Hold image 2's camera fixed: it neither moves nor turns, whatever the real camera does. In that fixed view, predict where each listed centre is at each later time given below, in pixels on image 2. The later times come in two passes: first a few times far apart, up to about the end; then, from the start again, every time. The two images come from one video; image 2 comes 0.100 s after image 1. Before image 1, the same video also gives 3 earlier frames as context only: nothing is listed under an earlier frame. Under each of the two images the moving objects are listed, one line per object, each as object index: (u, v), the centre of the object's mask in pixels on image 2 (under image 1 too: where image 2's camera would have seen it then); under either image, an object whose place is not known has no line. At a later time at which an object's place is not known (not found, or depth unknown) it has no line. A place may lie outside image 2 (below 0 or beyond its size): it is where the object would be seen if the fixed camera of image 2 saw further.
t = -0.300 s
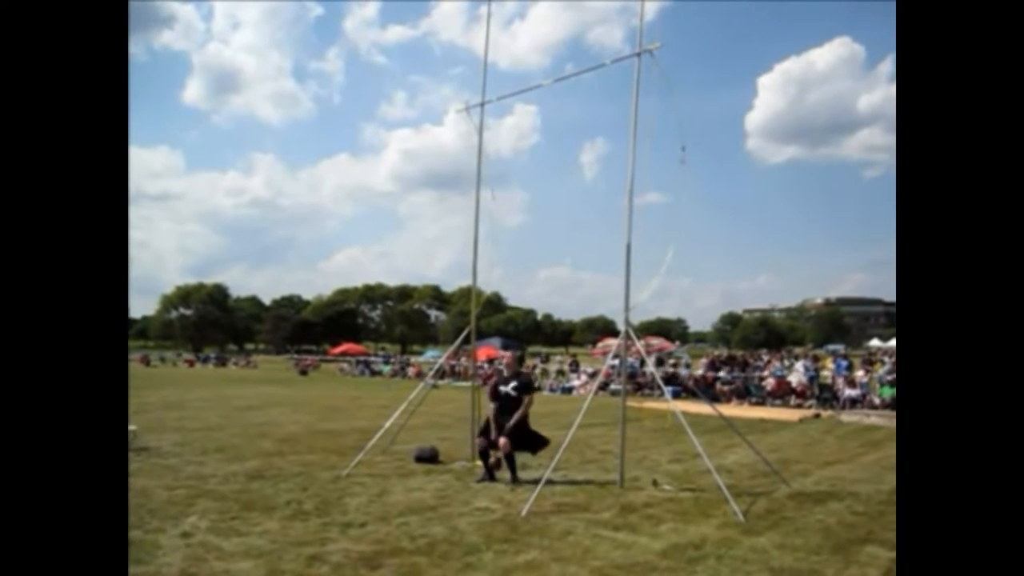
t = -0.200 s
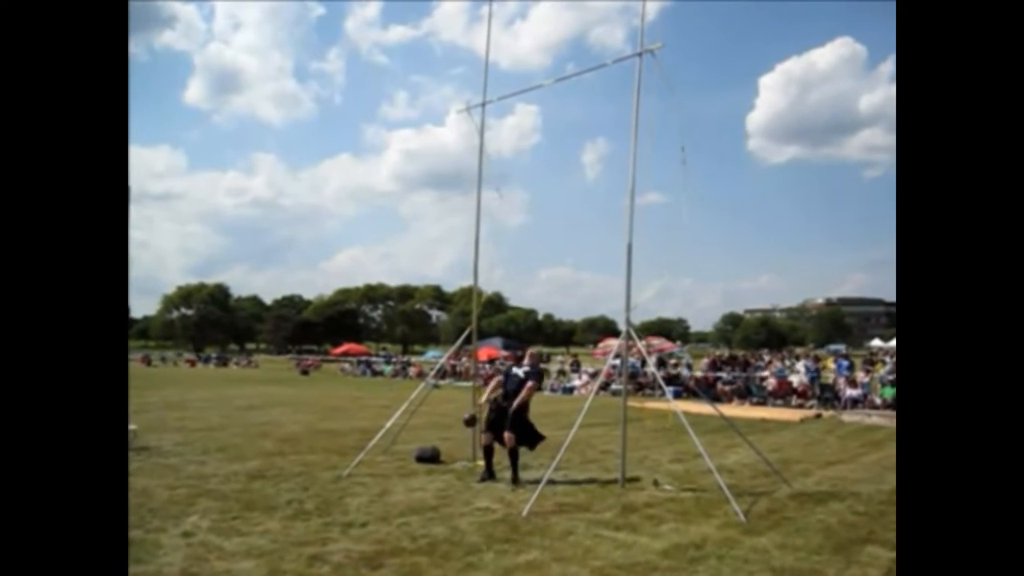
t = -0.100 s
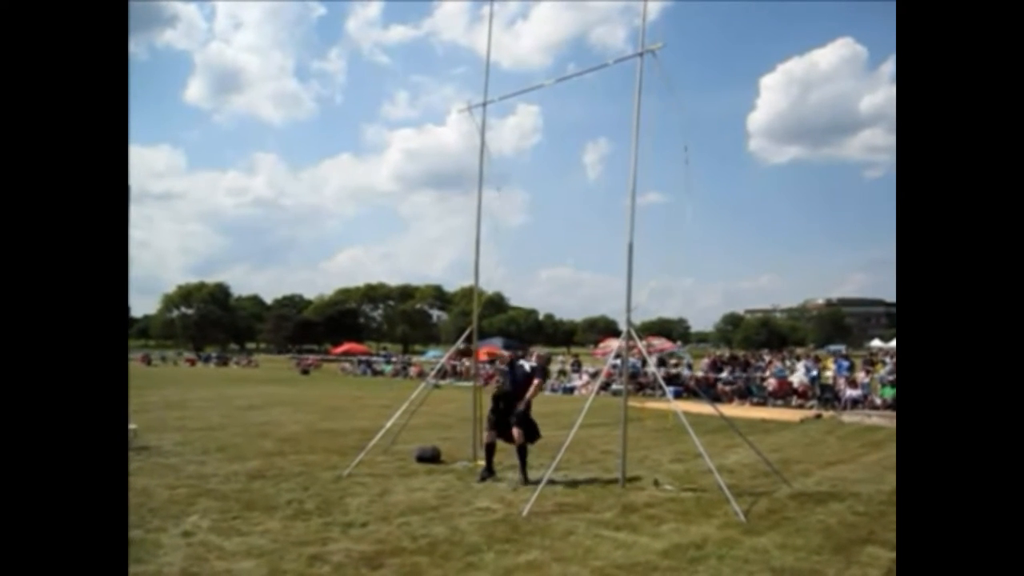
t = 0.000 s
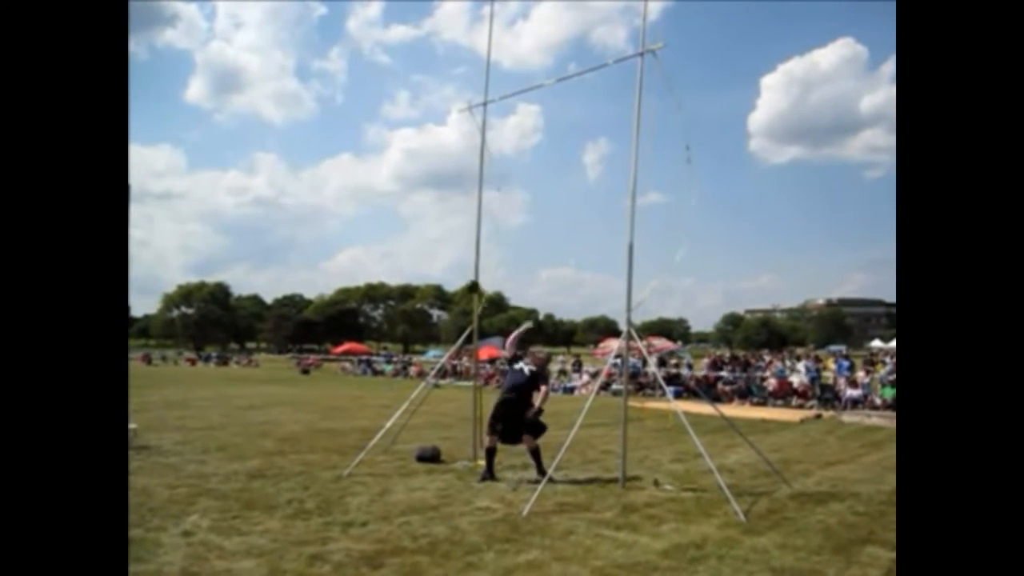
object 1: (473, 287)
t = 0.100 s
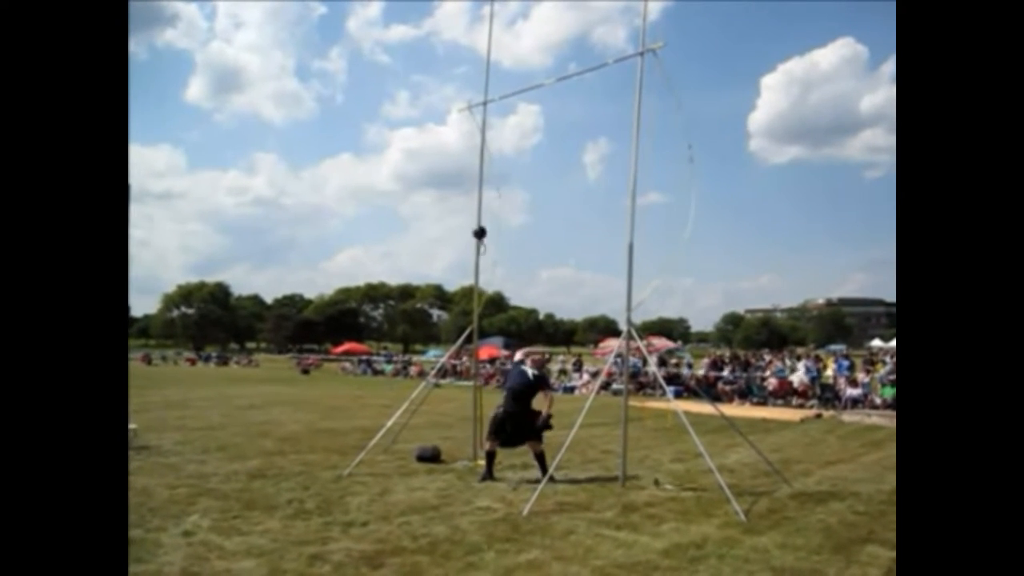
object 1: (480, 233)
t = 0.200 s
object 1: (487, 189)
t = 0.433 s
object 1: (499, 117)
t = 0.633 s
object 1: (511, 90)
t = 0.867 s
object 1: (523, 94)
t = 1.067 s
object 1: (530, 121)
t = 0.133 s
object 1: (482, 217)
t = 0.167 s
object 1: (484, 202)
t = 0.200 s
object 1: (487, 189)
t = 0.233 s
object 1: (489, 175)
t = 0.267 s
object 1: (490, 164)
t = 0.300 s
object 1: (492, 152)
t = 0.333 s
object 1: (493, 142)
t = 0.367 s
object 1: (495, 133)
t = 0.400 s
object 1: (498, 125)
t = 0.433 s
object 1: (499, 117)
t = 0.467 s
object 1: (502, 110)
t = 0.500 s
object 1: (504, 105)
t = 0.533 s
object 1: (506, 101)
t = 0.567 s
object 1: (508, 96)
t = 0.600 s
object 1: (509, 93)
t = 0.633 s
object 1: (511, 90)
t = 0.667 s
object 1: (512, 88)
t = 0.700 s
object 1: (514, 88)
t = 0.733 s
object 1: (517, 87)
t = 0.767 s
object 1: (518, 88)
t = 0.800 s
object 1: (520, 89)
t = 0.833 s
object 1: (522, 92)
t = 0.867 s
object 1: (523, 94)
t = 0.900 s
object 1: (524, 97)
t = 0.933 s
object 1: (525, 101)
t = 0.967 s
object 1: (527, 105)
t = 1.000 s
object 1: (528, 110)
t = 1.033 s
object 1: (529, 114)
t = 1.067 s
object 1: (530, 121)
